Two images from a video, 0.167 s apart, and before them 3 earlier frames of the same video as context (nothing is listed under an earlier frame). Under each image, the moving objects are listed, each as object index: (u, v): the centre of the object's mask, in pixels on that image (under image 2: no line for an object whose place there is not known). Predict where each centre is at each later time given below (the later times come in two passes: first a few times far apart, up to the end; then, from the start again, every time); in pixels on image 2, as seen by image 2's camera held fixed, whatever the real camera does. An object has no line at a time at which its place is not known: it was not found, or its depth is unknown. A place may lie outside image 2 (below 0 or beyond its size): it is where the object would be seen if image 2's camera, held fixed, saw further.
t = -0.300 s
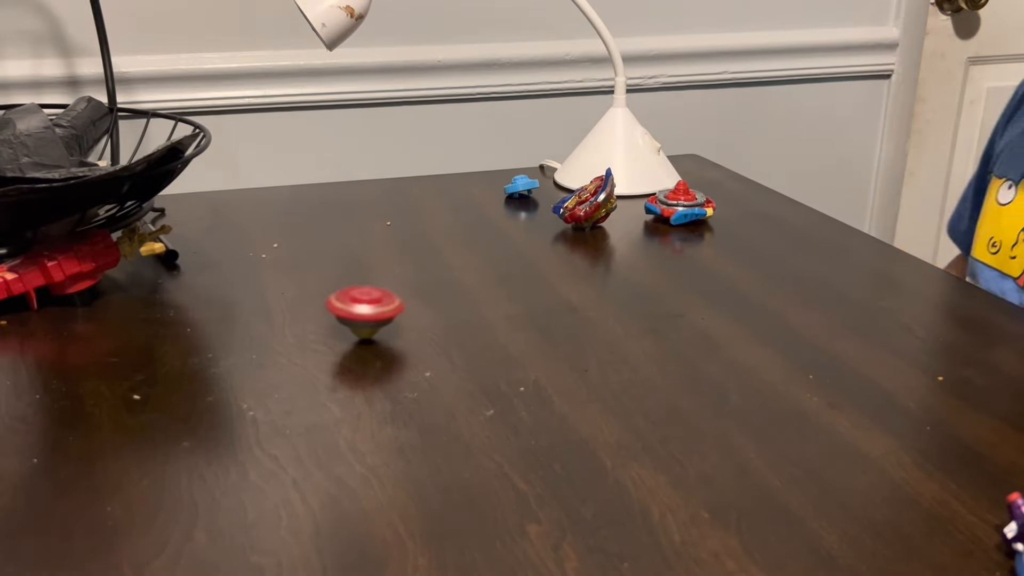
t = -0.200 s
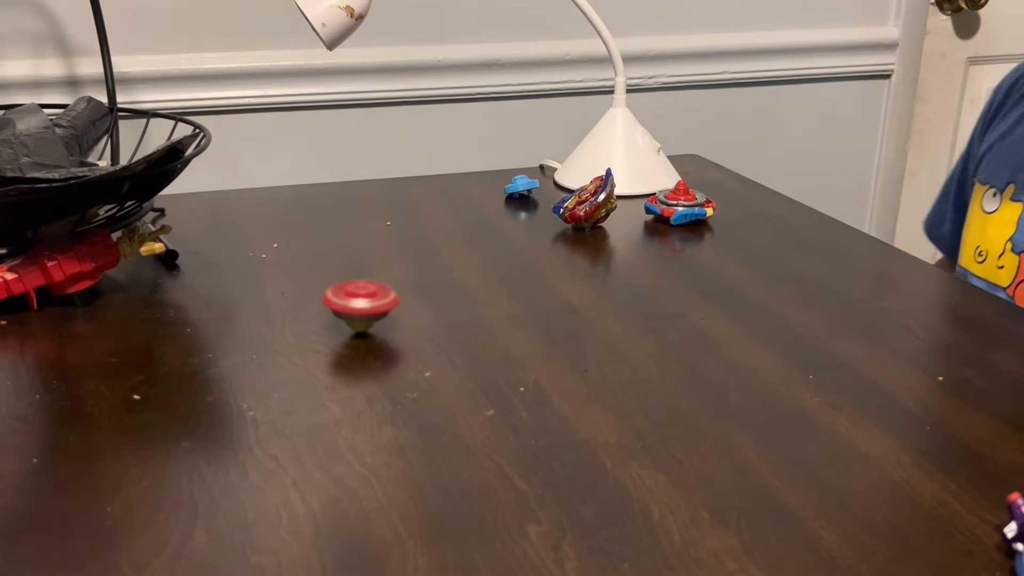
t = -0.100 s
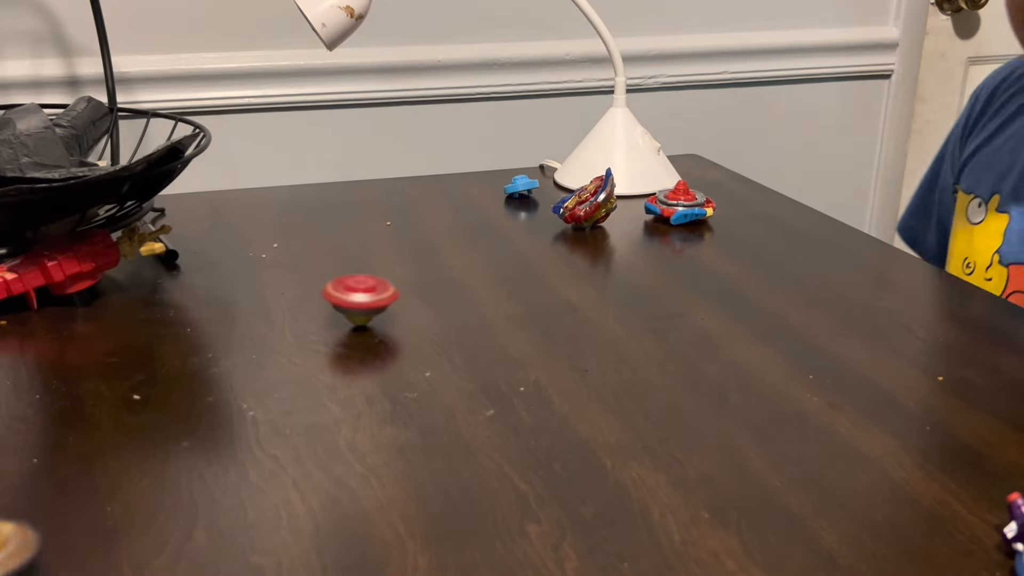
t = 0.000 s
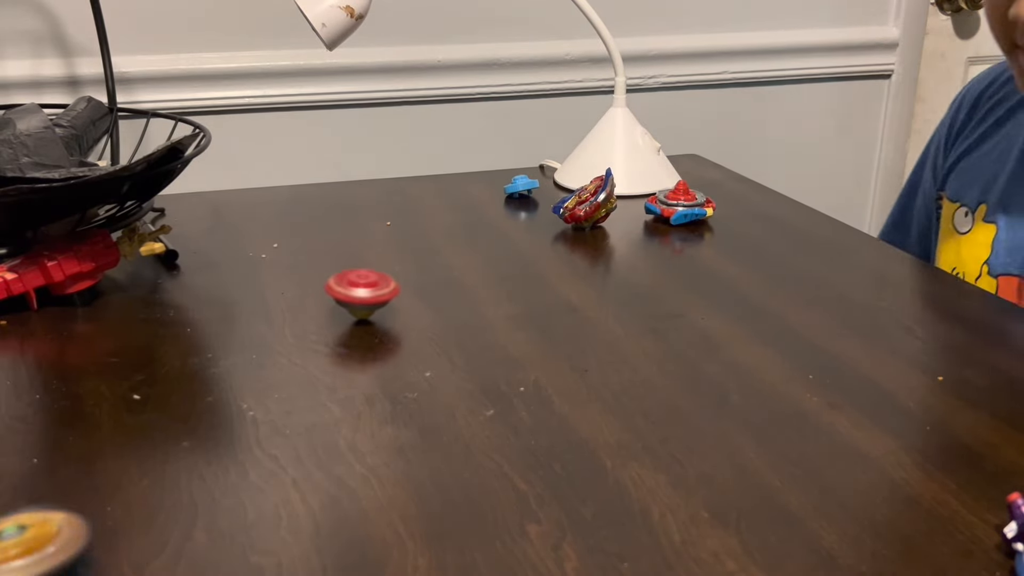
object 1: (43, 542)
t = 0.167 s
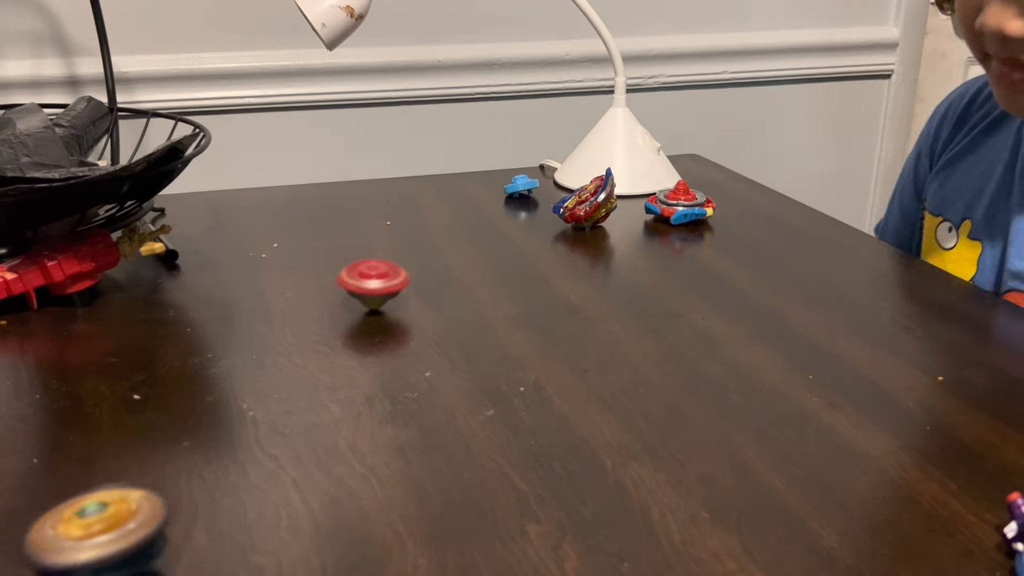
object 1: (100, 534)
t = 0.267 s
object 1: (140, 523)
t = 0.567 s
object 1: (232, 468)
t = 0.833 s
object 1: (264, 422)
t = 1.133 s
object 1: (258, 381)
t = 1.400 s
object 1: (225, 359)
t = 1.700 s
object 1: (169, 347)
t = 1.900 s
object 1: (126, 347)
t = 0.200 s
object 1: (113, 531)
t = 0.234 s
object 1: (128, 527)
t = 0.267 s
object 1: (140, 523)
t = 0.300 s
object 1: (154, 517)
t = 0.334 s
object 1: (166, 511)
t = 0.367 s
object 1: (178, 505)
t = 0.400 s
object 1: (188, 499)
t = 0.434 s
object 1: (199, 492)
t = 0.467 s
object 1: (209, 486)
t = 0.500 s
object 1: (217, 480)
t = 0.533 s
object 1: (225, 474)
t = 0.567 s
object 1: (232, 468)
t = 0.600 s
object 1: (238, 461)
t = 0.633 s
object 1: (244, 456)
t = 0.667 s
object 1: (249, 450)
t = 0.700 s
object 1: (253, 444)
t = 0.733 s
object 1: (256, 438)
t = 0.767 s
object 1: (259, 432)
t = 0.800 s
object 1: (262, 427)
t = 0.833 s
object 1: (264, 422)
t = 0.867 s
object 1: (265, 416)
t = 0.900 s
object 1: (266, 411)
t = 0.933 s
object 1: (266, 406)
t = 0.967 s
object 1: (265, 402)
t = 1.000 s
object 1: (265, 398)
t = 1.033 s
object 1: (264, 393)
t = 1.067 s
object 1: (262, 389)
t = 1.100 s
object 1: (260, 385)
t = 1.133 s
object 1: (258, 381)
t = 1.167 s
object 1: (254, 378)
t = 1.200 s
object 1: (251, 375)
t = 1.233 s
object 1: (247, 372)
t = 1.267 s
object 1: (244, 369)
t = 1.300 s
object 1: (240, 365)
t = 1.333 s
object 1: (235, 363)
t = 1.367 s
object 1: (230, 361)
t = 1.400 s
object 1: (225, 359)
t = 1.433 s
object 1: (219, 357)
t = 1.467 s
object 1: (213, 356)
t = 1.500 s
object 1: (208, 353)
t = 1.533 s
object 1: (202, 351)
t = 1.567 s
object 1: (196, 349)
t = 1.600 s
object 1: (189, 348)
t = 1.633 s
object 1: (183, 348)
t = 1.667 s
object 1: (176, 348)
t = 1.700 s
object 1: (169, 347)
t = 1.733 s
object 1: (162, 347)
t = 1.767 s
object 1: (156, 347)
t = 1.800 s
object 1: (149, 346)
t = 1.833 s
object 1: (142, 347)
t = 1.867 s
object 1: (134, 347)
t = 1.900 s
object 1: (126, 347)
